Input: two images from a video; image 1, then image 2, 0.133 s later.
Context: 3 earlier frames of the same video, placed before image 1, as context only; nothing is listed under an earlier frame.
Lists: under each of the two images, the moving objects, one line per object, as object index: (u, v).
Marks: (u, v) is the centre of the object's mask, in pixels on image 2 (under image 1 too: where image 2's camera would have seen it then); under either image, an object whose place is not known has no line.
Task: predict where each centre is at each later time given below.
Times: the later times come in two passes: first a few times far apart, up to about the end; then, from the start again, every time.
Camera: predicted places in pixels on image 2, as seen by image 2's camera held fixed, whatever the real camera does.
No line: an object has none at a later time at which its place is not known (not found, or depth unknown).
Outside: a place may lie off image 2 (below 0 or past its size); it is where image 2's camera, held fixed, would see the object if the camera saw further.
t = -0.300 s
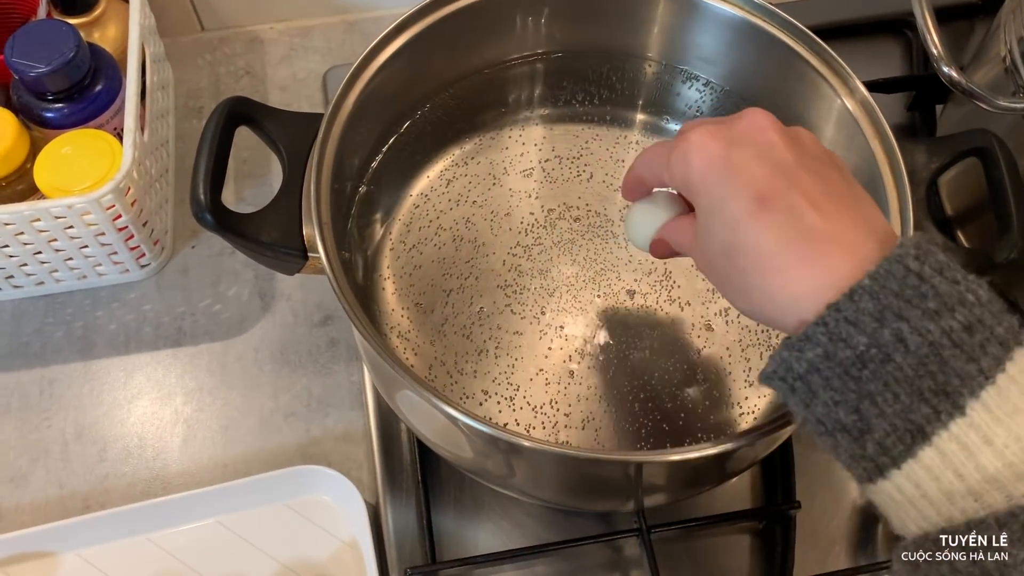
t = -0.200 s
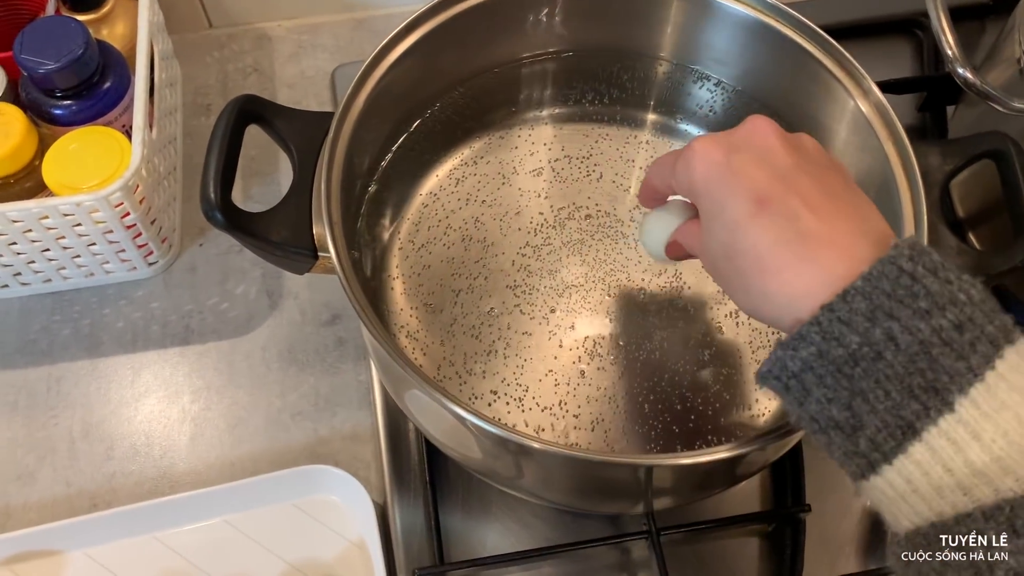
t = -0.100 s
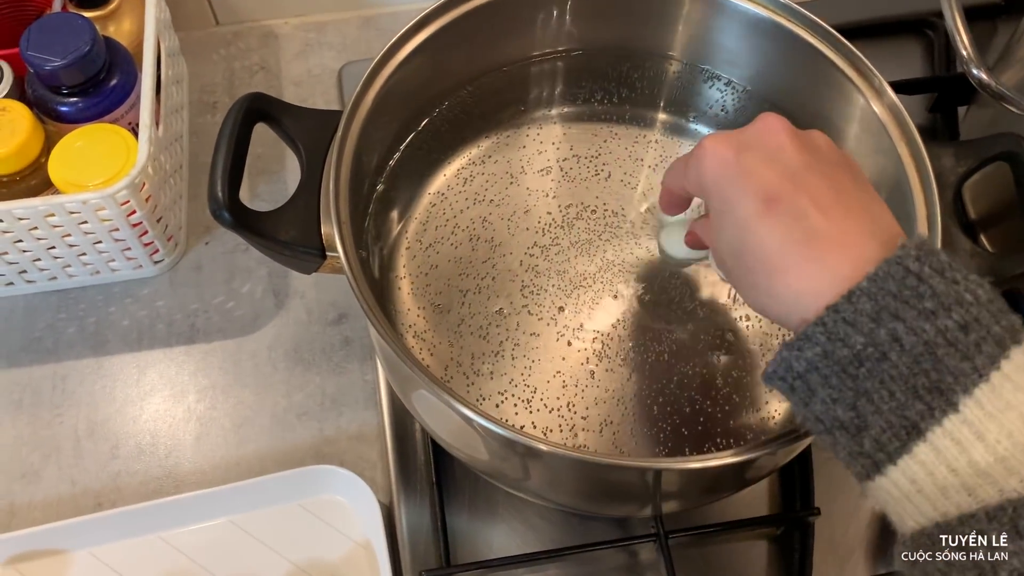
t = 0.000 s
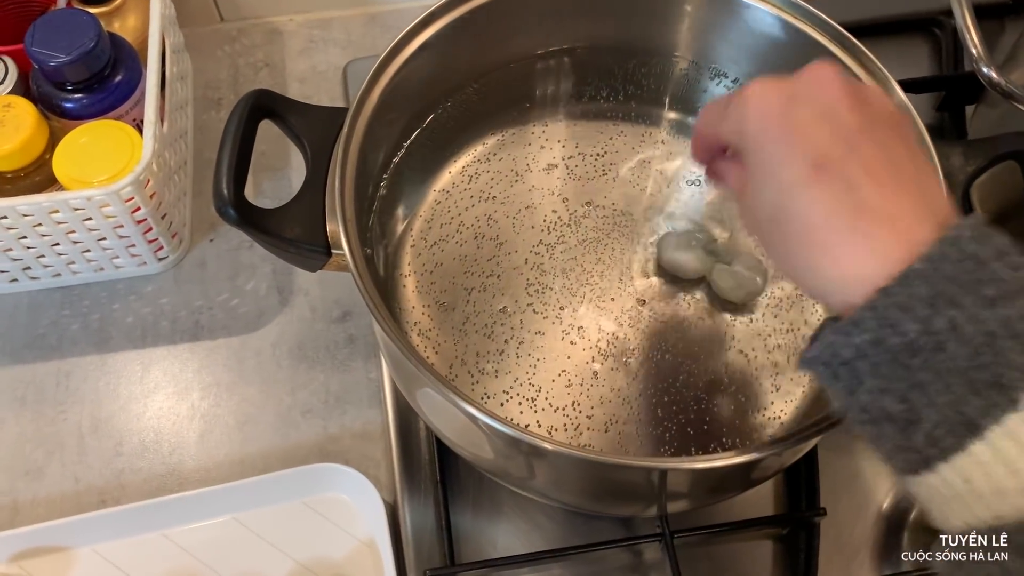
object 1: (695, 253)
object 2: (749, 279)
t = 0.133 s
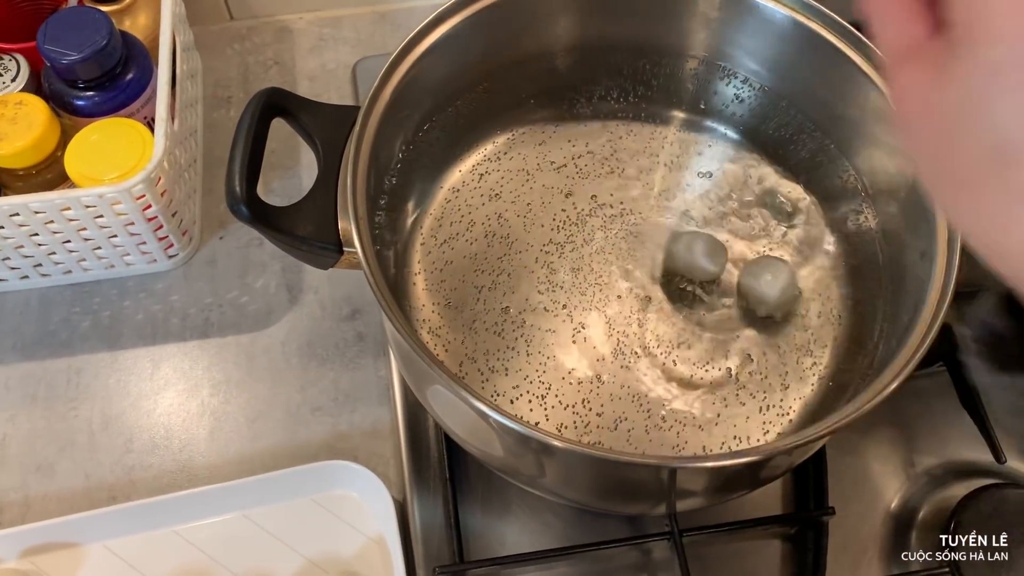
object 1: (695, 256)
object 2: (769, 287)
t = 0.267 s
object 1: (701, 264)
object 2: (788, 292)
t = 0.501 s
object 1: (699, 262)
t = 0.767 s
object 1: (686, 256)
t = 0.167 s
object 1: (702, 260)
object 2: (774, 286)
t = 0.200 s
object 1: (701, 261)
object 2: (778, 288)
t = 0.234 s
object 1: (701, 261)
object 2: (784, 290)
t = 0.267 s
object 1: (701, 264)
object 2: (788, 292)
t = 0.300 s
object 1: (702, 265)
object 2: (793, 293)
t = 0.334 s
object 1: (702, 263)
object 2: (796, 293)
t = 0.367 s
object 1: (700, 259)
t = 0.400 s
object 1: (701, 264)
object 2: (806, 297)
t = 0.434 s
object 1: (699, 263)
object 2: (806, 297)
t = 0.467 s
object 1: (699, 264)
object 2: (809, 300)
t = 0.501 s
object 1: (699, 262)
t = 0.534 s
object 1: (697, 262)
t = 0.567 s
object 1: (696, 262)
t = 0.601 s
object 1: (695, 261)
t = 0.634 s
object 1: (692, 259)
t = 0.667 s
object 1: (689, 259)
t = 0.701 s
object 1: (689, 258)
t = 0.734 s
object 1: (688, 257)
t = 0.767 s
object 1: (686, 256)
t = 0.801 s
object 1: (687, 256)
